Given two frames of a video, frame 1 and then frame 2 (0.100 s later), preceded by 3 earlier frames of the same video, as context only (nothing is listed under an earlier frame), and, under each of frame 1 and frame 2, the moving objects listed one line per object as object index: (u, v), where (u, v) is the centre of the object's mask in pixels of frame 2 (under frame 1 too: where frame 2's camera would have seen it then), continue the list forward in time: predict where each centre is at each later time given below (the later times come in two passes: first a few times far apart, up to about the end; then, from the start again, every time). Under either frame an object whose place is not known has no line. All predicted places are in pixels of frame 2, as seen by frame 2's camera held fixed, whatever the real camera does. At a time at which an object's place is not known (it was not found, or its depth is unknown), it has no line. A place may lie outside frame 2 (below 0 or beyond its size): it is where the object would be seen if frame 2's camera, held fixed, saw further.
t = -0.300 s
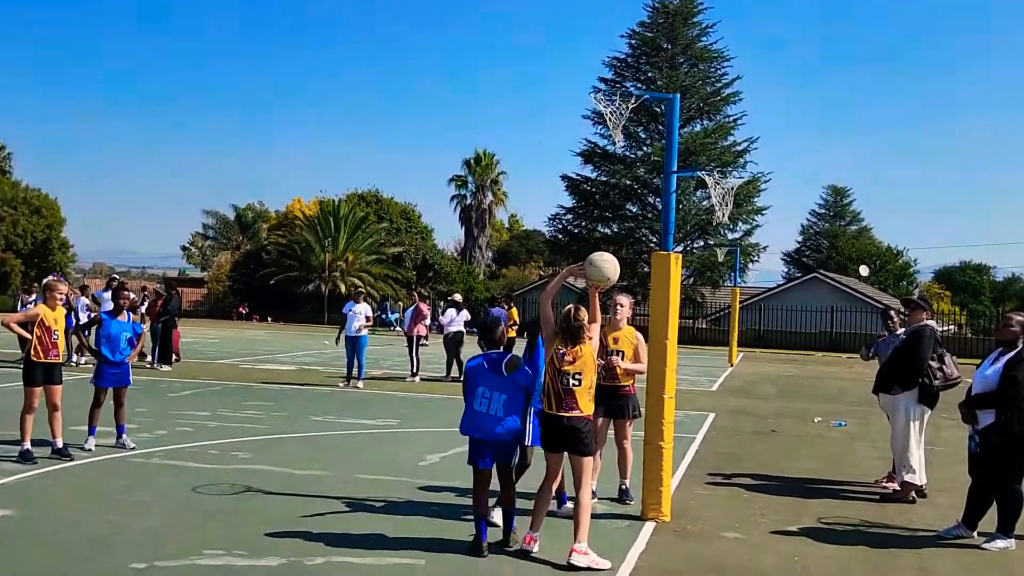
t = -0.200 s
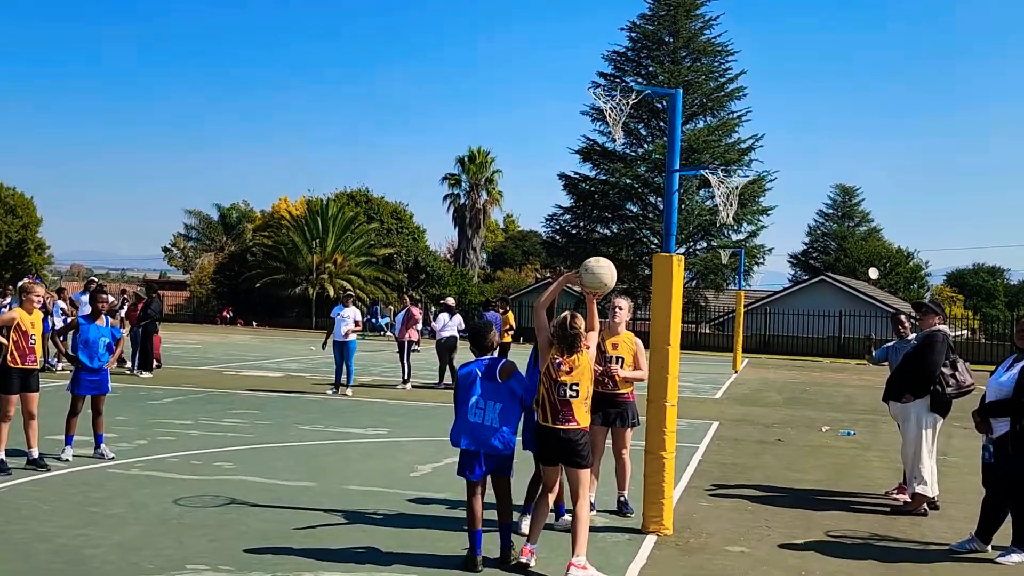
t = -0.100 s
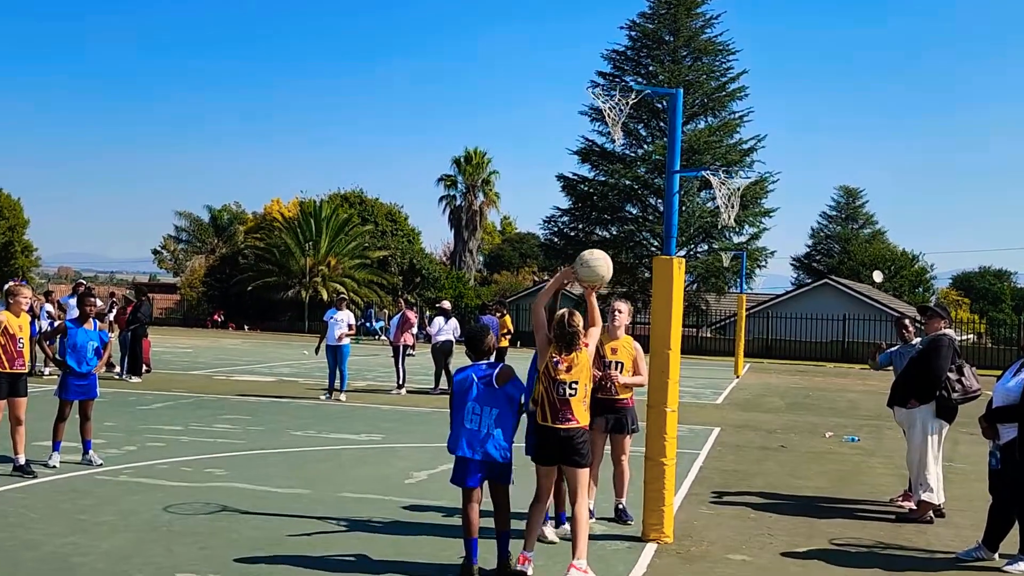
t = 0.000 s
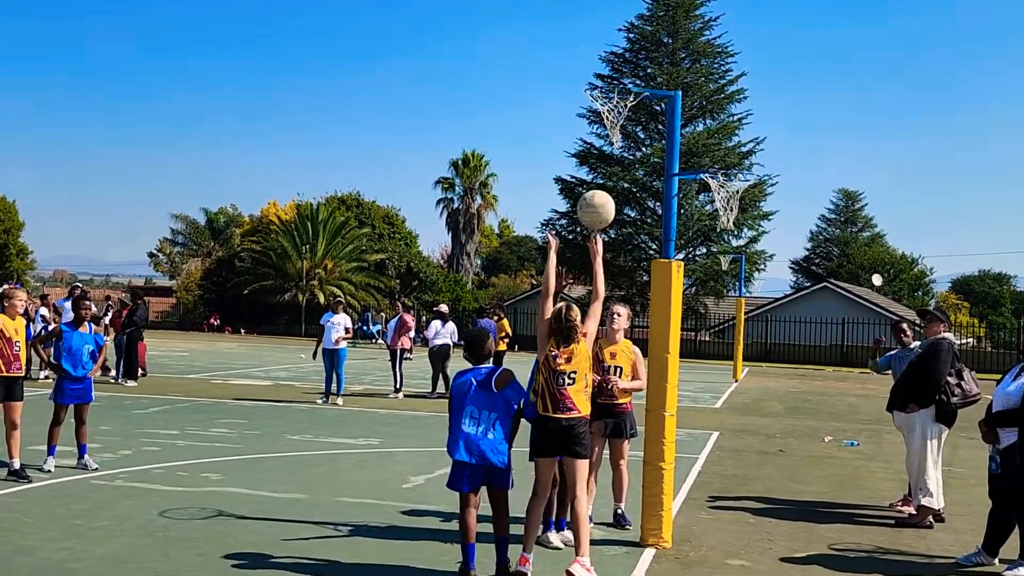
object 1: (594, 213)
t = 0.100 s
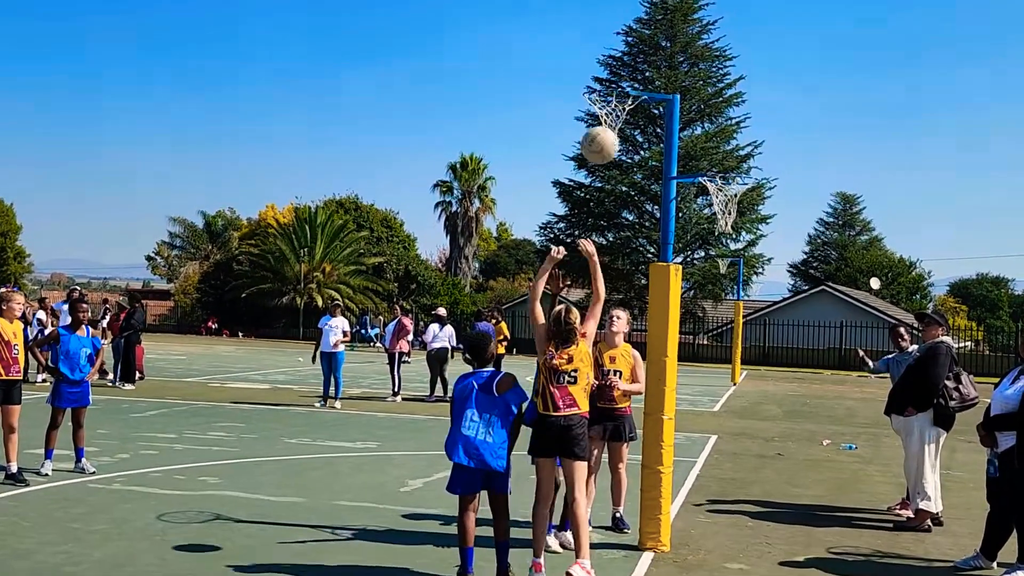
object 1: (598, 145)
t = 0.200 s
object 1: (604, 98)
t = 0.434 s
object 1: (610, 58)
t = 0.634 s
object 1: (611, 85)
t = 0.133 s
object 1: (601, 127)
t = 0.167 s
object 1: (603, 111)
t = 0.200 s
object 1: (604, 98)
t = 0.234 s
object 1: (605, 87)
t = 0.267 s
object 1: (606, 78)
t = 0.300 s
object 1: (607, 70)
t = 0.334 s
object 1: (608, 65)
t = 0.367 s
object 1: (609, 61)
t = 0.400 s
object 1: (609, 59)
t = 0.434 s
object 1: (610, 58)
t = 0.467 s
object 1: (610, 59)
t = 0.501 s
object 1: (610, 61)
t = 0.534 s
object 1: (611, 65)
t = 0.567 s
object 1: (611, 71)
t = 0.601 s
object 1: (611, 76)
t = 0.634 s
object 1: (611, 85)
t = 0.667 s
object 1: (612, 90)
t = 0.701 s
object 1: (613, 100)
